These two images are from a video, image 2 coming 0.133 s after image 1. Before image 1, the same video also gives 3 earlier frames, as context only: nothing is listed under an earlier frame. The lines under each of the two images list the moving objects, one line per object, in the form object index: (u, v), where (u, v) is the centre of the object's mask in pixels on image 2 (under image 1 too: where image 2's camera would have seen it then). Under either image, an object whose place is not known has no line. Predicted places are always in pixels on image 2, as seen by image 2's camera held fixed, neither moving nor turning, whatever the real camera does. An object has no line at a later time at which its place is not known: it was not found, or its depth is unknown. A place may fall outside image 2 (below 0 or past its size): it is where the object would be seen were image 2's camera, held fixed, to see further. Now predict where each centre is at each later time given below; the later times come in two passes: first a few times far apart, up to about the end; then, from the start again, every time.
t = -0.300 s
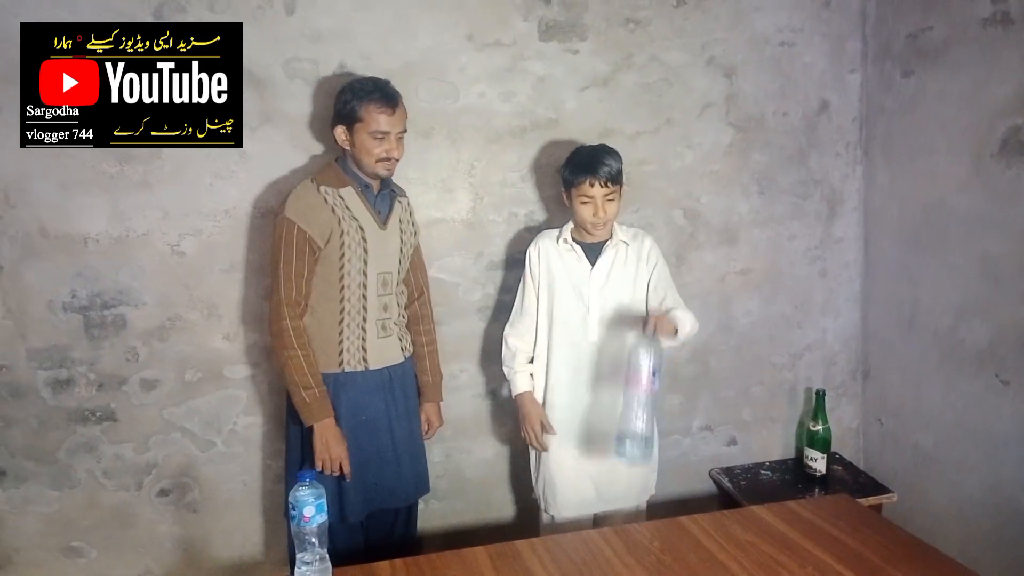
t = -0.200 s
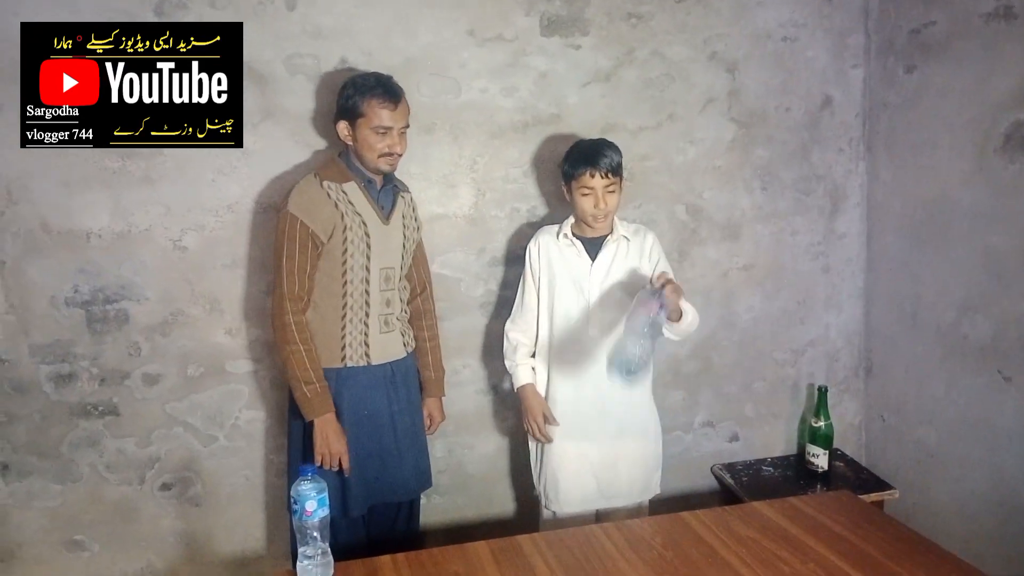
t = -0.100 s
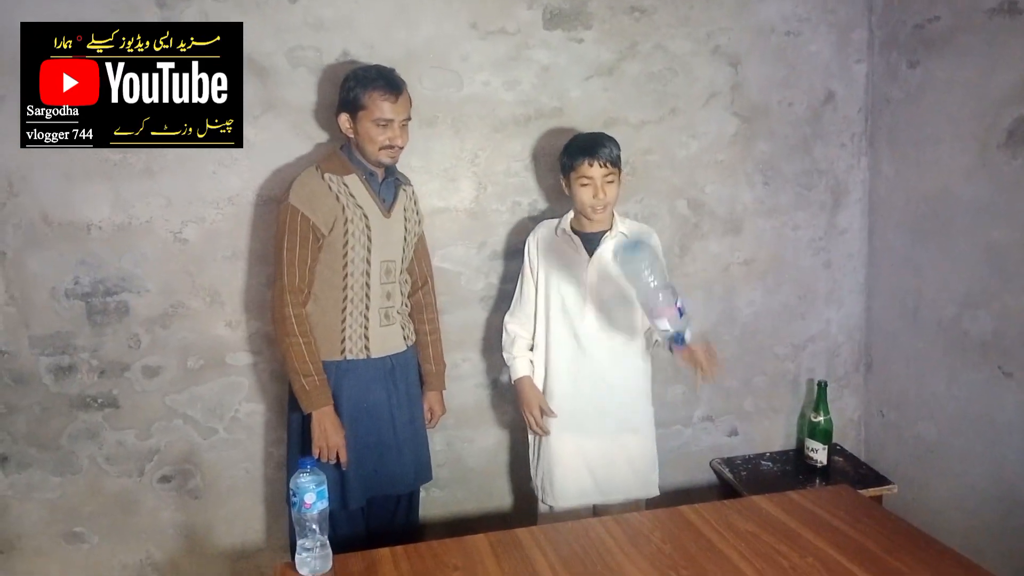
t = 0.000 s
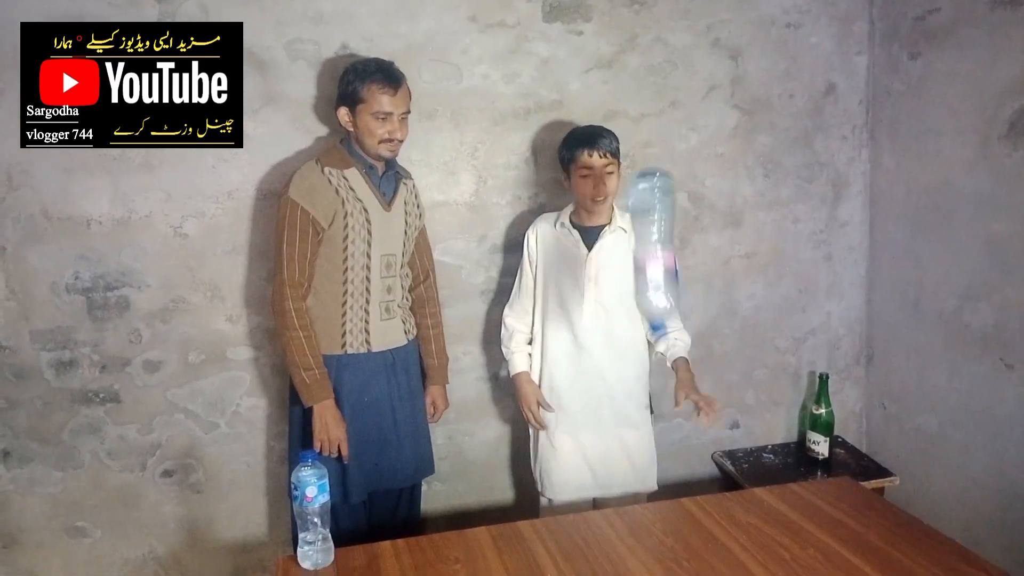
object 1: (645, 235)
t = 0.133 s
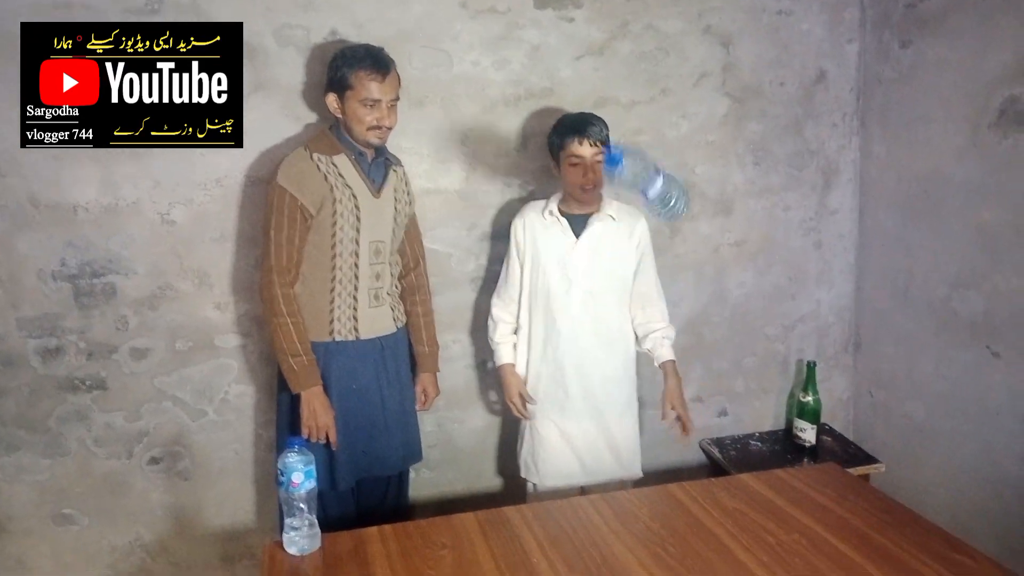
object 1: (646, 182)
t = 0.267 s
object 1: (667, 249)
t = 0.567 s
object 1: (722, 509)
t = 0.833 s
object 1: (744, 510)
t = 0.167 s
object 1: (650, 183)
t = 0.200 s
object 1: (655, 194)
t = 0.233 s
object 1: (661, 218)
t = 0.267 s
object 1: (667, 249)
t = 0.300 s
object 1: (673, 293)
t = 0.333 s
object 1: (679, 344)
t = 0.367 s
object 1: (691, 411)
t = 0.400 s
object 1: (700, 462)
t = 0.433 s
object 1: (705, 468)
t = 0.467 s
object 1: (711, 493)
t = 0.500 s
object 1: (715, 507)
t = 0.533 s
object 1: (720, 508)
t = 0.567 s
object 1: (722, 509)
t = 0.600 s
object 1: (724, 510)
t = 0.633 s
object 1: (726, 510)
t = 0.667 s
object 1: (730, 510)
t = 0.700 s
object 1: (735, 510)
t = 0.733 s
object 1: (738, 510)
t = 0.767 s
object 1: (741, 510)
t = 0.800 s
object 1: (743, 510)
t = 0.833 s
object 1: (744, 510)
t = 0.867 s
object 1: (748, 511)
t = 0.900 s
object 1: (751, 511)
